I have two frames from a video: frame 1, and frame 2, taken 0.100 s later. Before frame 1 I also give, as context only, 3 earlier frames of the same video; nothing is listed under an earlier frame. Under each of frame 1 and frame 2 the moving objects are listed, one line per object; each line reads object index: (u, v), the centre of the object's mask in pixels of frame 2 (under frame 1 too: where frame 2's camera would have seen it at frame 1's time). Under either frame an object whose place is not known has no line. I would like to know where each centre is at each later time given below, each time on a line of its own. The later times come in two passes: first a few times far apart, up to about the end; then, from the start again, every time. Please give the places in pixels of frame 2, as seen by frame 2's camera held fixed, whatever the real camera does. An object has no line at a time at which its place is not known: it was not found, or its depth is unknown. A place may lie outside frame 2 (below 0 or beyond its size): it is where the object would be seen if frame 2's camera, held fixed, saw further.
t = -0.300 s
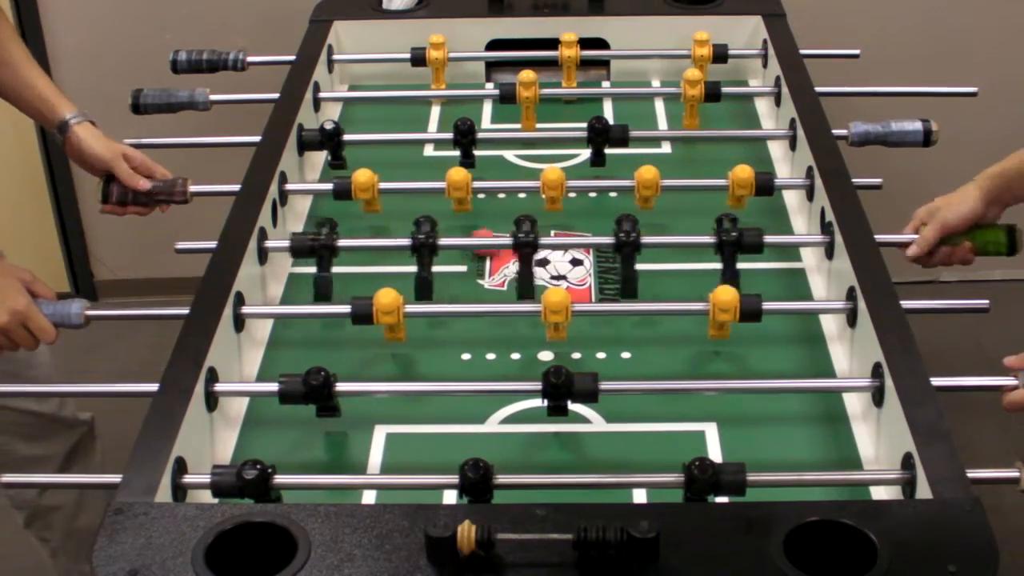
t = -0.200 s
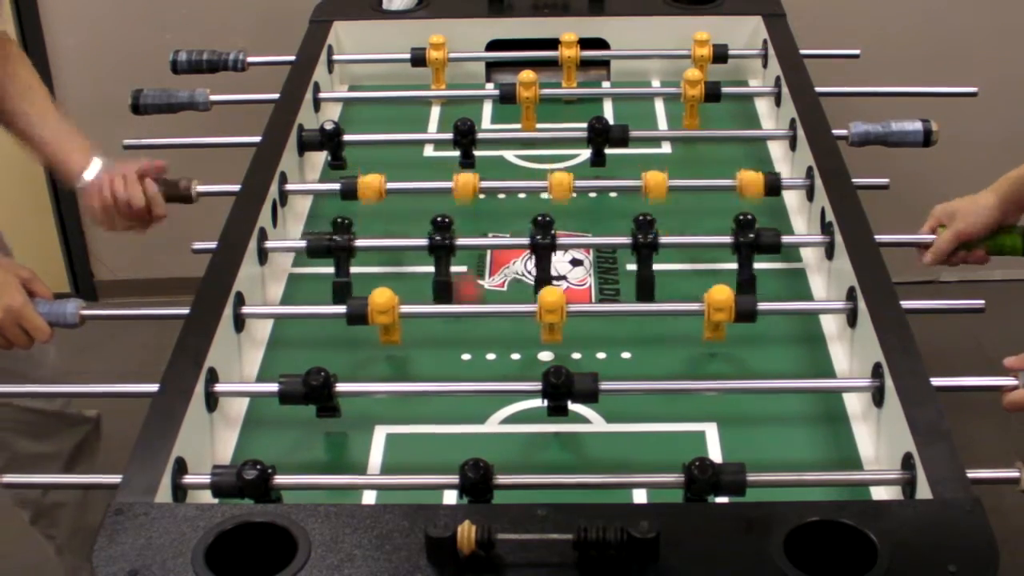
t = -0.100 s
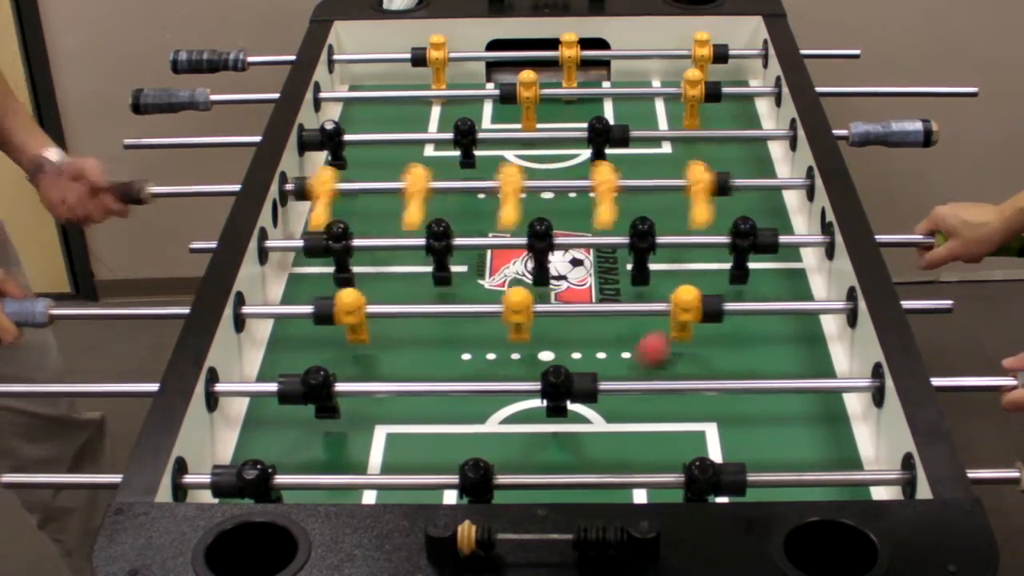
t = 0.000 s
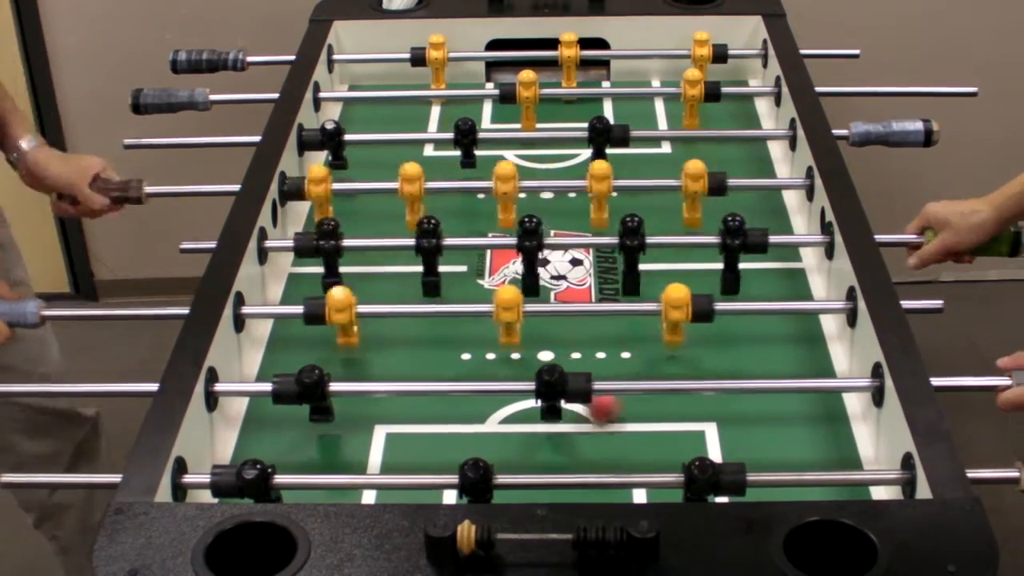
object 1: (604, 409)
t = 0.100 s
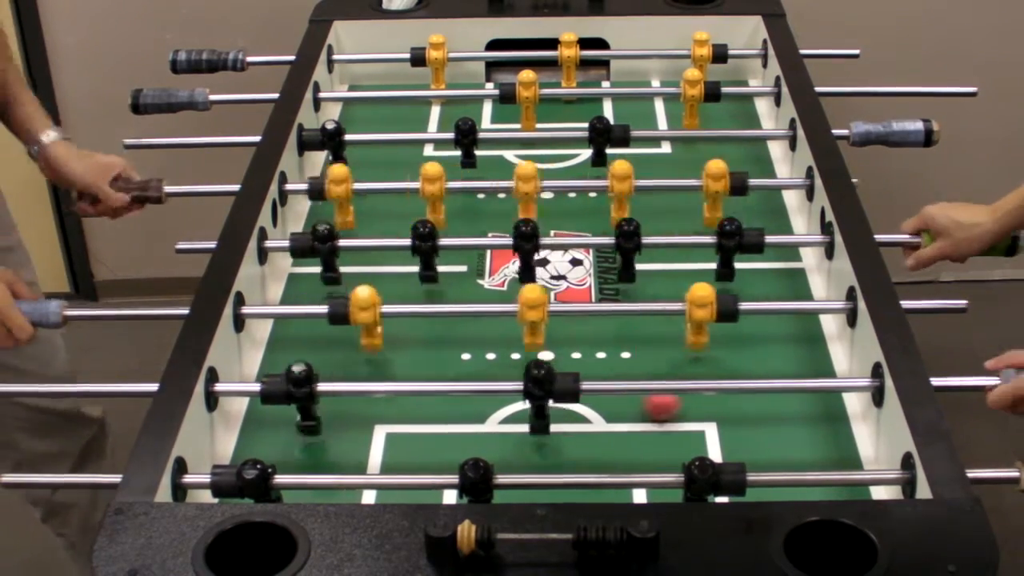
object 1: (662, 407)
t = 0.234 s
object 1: (728, 412)
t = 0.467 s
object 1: (839, 430)
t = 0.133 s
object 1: (679, 408)
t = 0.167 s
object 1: (696, 408)
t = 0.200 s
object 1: (712, 410)
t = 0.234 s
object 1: (728, 412)
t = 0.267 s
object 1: (743, 415)
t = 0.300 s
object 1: (759, 417)
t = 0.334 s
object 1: (776, 420)
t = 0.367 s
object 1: (791, 422)
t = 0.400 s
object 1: (807, 425)
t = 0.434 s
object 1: (823, 427)
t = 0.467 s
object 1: (839, 430)
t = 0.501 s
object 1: (855, 432)
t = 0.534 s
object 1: (848, 430)
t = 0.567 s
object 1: (840, 436)
